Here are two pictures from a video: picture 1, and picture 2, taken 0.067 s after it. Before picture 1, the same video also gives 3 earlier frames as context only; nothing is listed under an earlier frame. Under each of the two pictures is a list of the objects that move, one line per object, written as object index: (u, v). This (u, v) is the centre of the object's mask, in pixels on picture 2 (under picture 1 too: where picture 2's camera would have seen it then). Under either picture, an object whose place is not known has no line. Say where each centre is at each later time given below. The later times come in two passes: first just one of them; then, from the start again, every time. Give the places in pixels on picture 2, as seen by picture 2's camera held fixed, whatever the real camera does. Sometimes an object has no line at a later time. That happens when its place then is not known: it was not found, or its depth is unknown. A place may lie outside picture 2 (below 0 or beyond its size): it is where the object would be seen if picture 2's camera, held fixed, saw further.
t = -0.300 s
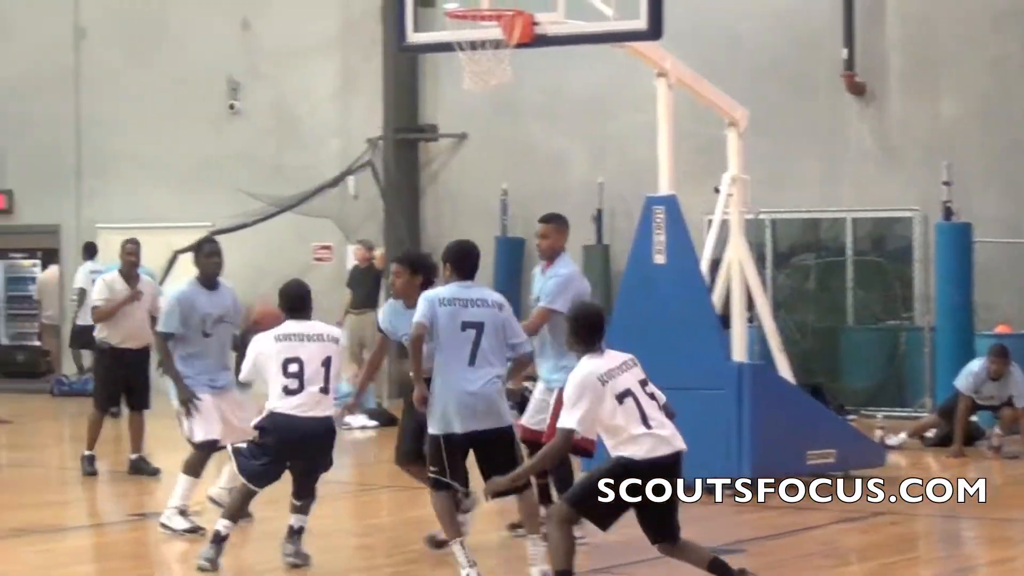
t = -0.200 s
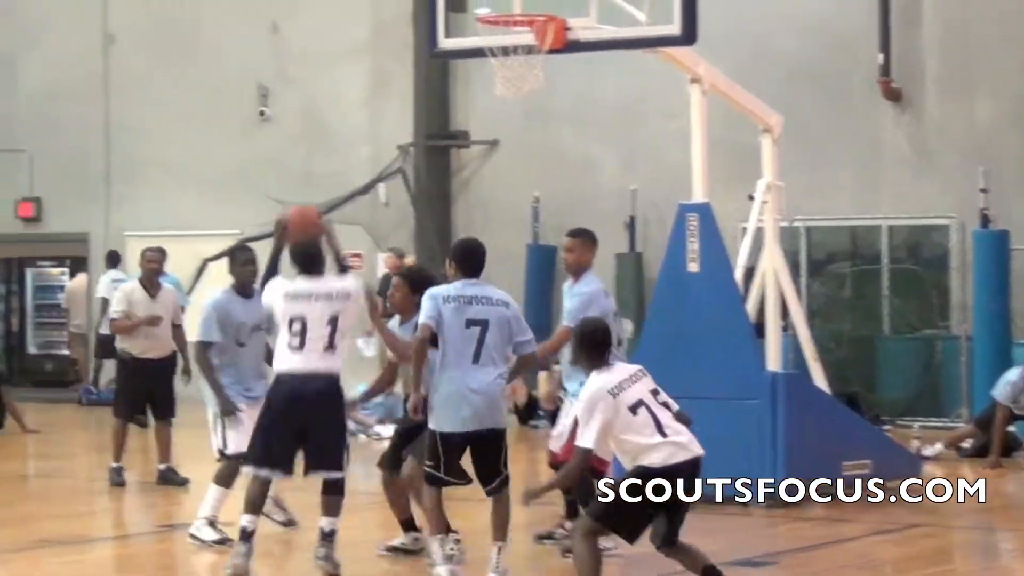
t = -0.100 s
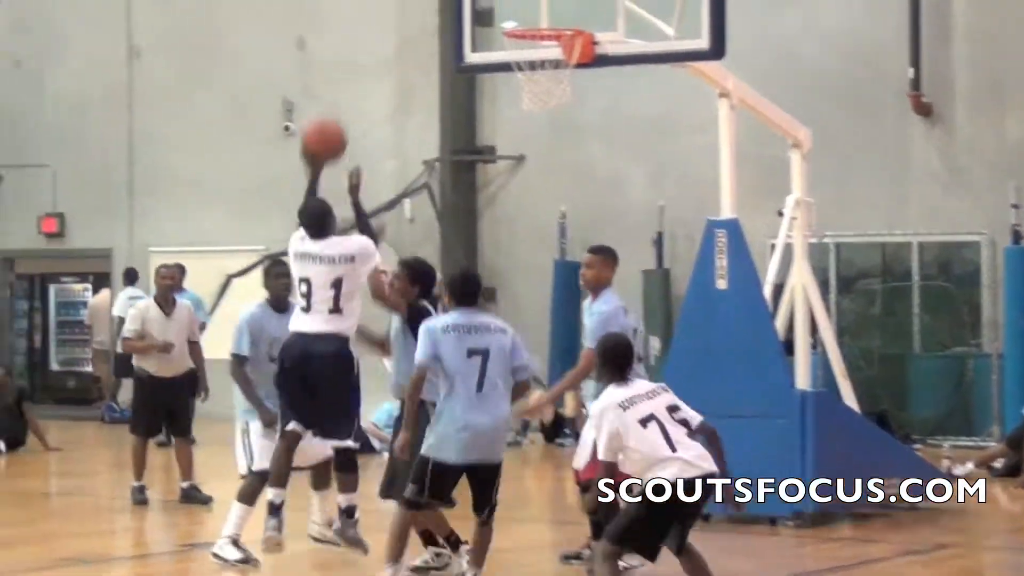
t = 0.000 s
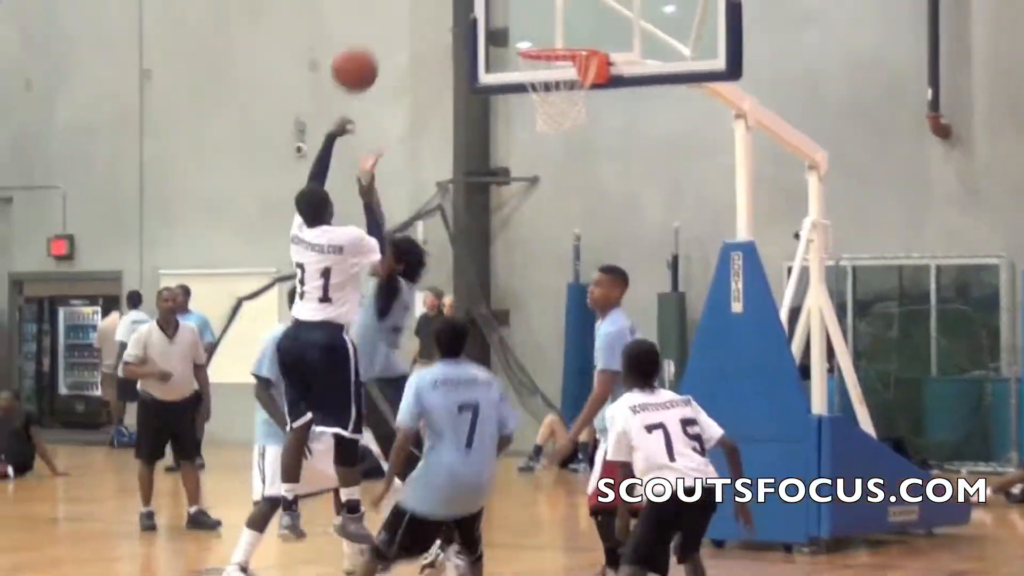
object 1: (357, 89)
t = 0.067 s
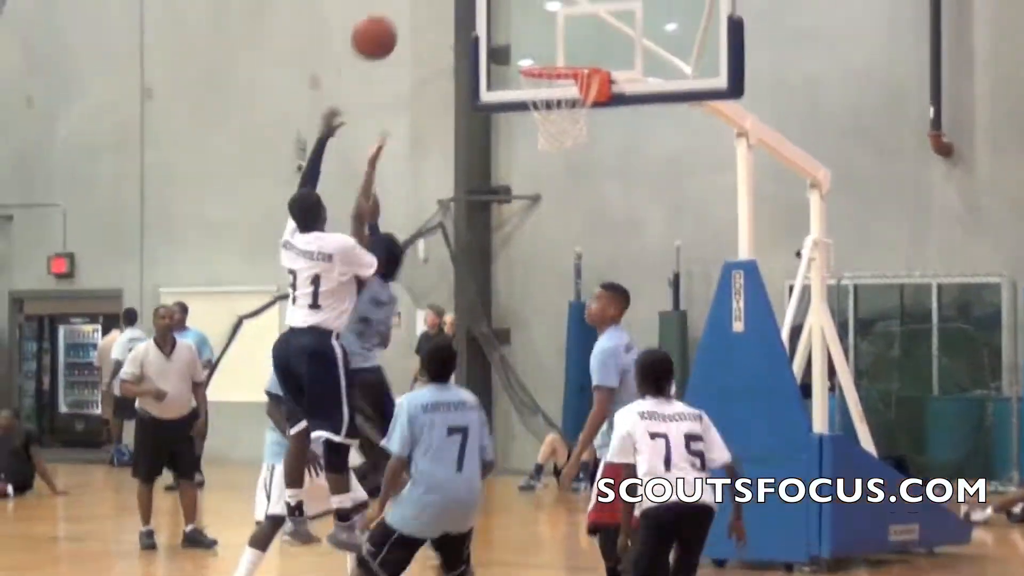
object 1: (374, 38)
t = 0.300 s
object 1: (435, -64)
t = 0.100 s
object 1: (383, 16)
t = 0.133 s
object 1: (392, -3)
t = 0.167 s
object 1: (400, -18)
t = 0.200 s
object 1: (409, -31)
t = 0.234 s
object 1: (418, -43)
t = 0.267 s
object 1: (426, -54)
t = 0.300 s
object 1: (435, -64)
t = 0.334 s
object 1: (443, -71)
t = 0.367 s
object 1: (451, -77)
